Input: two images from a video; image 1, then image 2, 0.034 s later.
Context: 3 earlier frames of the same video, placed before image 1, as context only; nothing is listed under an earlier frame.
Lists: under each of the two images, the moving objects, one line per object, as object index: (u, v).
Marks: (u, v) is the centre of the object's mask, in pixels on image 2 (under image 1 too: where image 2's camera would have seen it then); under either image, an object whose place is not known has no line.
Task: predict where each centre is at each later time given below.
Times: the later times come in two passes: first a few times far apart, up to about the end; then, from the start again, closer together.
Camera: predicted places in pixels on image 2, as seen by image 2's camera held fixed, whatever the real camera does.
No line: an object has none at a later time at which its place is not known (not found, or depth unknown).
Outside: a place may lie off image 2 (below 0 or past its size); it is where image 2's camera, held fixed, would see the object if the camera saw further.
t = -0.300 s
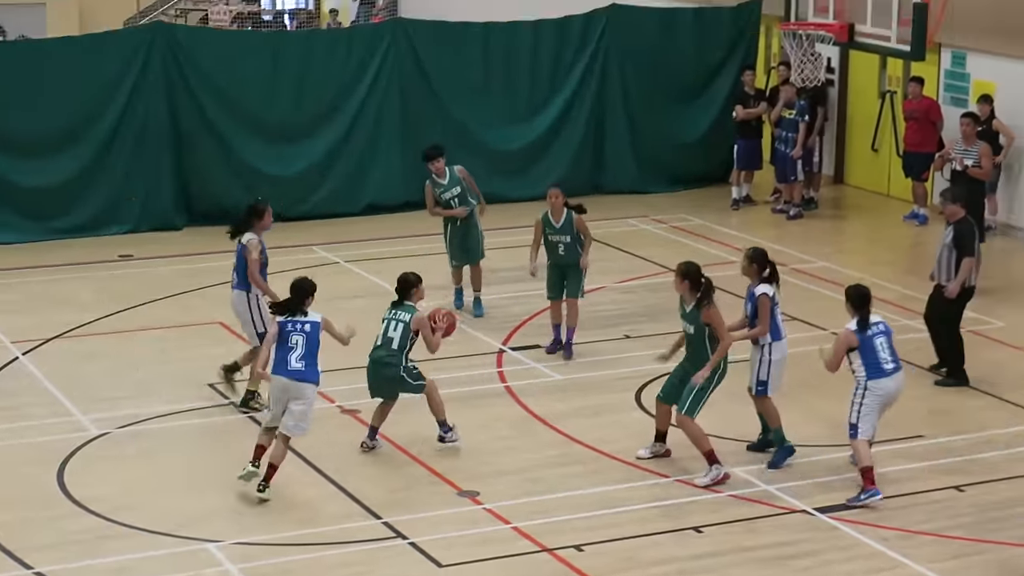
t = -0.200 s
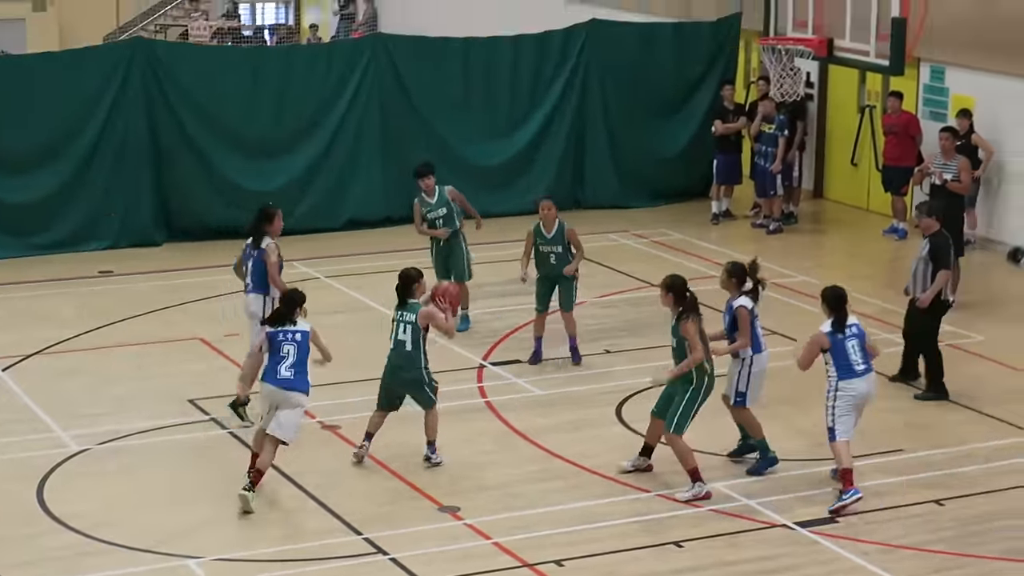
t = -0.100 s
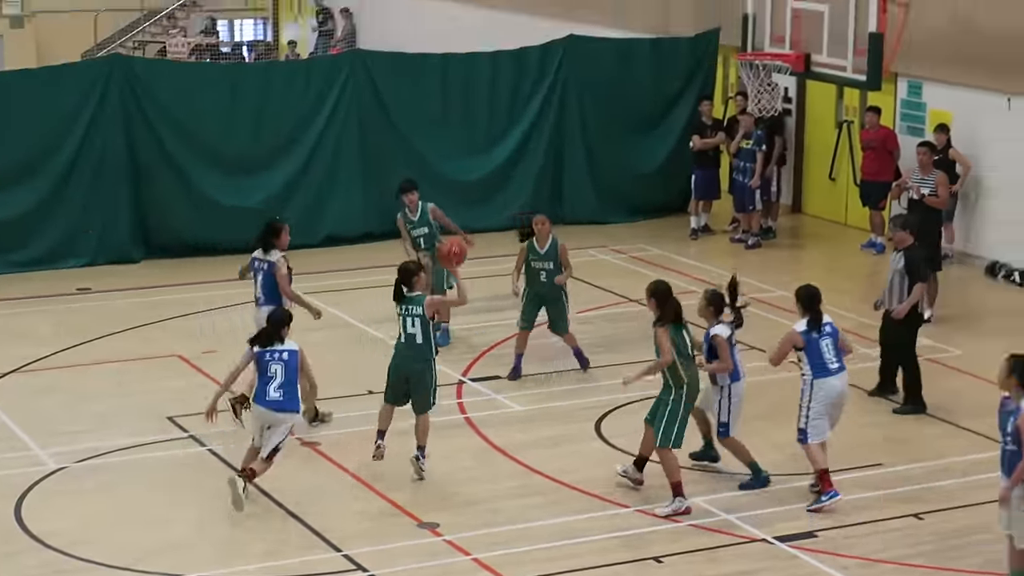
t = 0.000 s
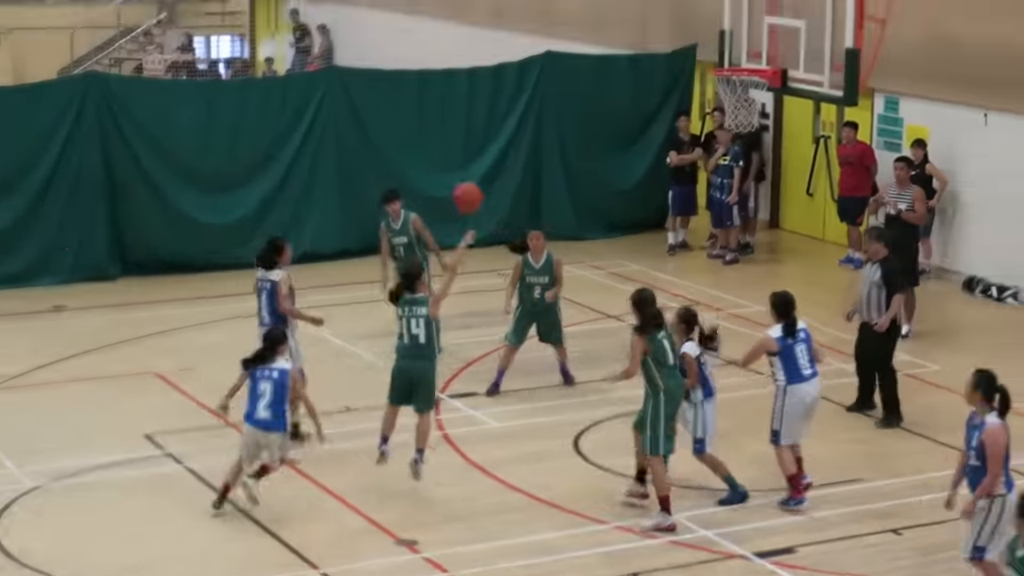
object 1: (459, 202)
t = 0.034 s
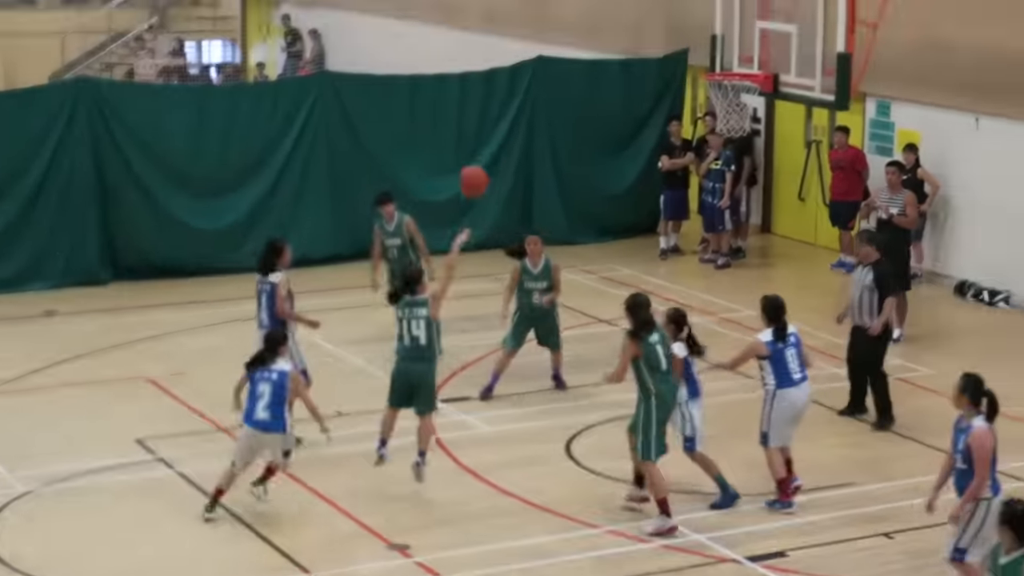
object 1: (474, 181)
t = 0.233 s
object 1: (549, 88)
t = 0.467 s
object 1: (635, 46)
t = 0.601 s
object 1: (681, 51)
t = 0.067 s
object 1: (485, 163)
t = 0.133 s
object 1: (510, 129)
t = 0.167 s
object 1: (524, 113)
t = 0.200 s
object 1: (536, 100)
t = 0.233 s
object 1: (549, 88)
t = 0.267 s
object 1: (562, 78)
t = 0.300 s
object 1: (574, 69)
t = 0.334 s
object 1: (587, 62)
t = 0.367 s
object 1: (599, 56)
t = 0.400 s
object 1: (612, 52)
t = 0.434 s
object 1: (623, 48)
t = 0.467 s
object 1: (635, 46)
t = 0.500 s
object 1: (647, 45)
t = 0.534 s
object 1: (659, 46)
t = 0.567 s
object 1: (670, 48)
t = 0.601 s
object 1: (681, 51)
